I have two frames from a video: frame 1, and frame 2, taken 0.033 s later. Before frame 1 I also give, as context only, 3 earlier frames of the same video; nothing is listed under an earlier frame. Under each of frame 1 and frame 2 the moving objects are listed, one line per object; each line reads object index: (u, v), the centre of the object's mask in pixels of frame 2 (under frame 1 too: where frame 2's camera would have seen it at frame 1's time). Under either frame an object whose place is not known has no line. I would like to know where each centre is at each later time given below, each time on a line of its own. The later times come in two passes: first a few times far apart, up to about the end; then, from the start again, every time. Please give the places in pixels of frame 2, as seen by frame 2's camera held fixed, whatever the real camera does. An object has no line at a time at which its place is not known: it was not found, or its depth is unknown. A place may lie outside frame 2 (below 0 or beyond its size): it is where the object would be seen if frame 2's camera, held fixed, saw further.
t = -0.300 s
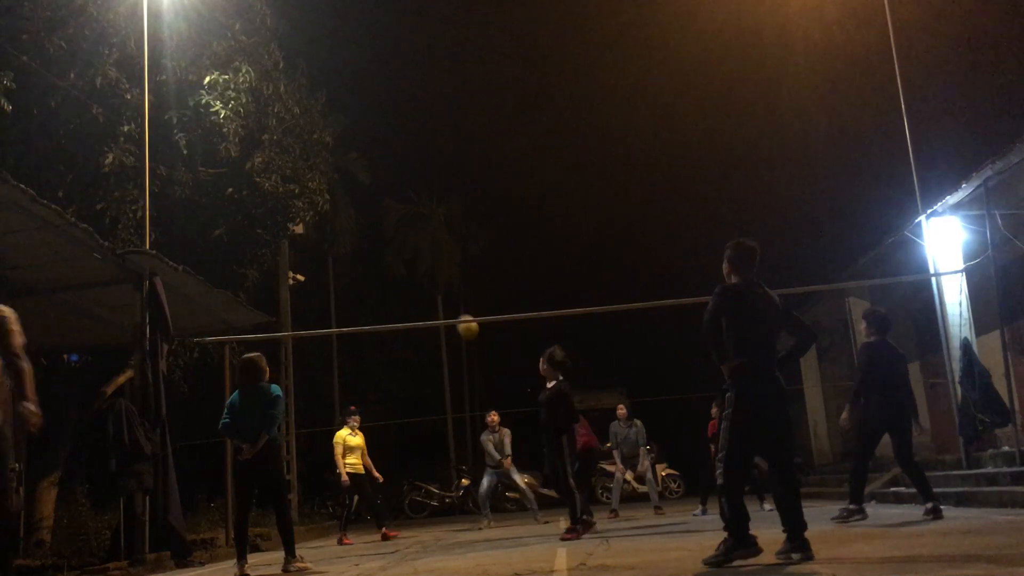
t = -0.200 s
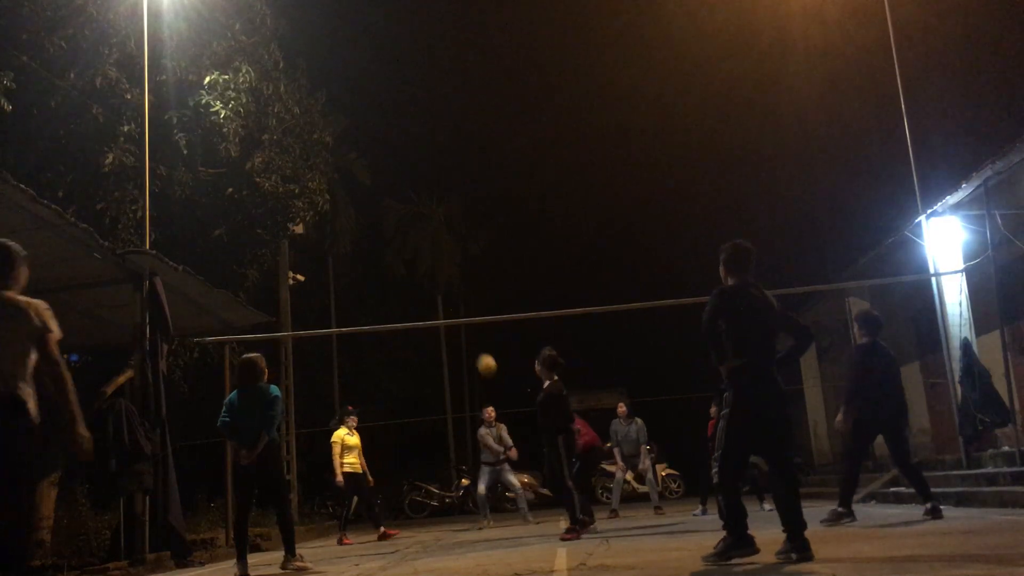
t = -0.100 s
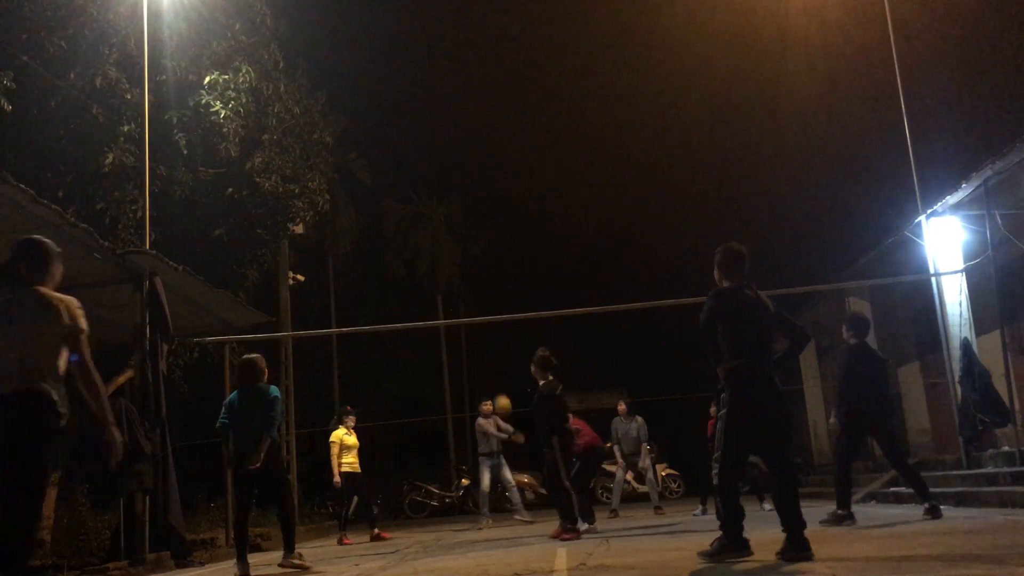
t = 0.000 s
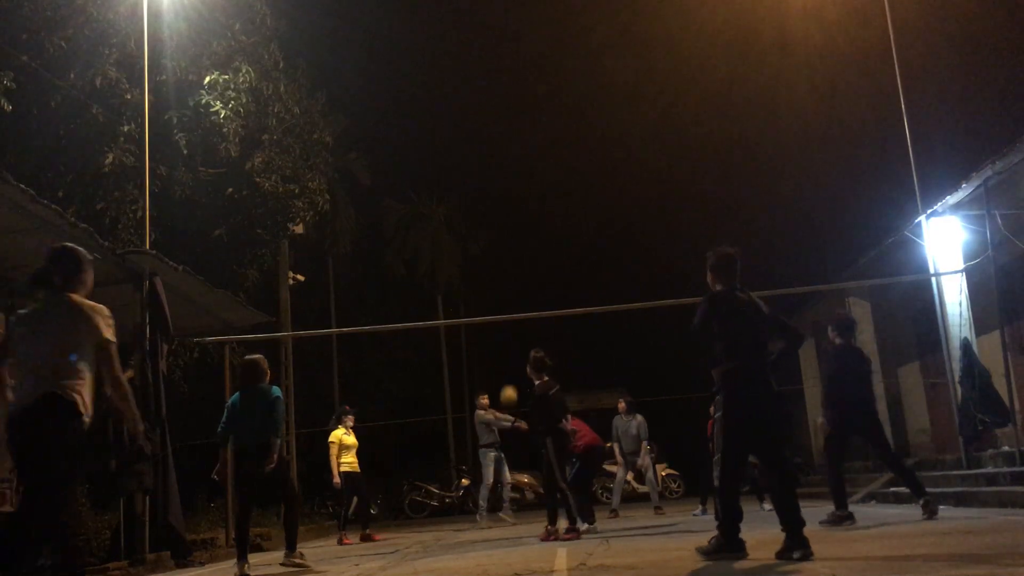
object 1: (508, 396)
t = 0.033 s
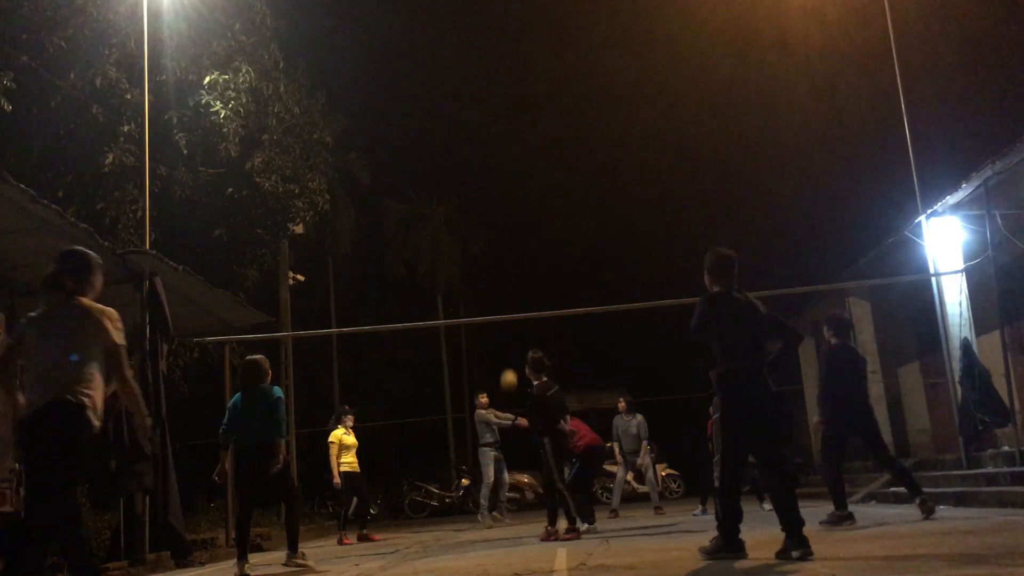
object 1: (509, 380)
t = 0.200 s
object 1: (510, 317)
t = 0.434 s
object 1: (513, 265)
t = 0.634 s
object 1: (519, 252)
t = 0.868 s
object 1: (531, 277)
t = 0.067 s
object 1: (509, 366)
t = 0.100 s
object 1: (509, 353)
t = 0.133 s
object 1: (509, 340)
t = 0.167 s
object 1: (509, 329)
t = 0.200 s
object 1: (510, 317)
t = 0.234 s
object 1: (510, 306)
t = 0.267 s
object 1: (510, 297)
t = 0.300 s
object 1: (511, 289)
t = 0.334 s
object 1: (511, 282)
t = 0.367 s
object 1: (512, 275)
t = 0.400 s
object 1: (512, 270)
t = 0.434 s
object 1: (513, 265)
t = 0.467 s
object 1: (514, 260)
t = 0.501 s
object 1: (515, 257)
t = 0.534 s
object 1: (516, 255)
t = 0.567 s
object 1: (517, 253)
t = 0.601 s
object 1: (518, 252)
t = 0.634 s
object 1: (519, 252)
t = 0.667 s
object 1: (521, 253)
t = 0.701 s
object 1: (522, 255)
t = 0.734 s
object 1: (524, 257)
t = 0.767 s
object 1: (526, 261)
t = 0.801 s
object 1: (527, 265)
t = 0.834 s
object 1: (529, 271)
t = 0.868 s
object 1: (531, 277)
